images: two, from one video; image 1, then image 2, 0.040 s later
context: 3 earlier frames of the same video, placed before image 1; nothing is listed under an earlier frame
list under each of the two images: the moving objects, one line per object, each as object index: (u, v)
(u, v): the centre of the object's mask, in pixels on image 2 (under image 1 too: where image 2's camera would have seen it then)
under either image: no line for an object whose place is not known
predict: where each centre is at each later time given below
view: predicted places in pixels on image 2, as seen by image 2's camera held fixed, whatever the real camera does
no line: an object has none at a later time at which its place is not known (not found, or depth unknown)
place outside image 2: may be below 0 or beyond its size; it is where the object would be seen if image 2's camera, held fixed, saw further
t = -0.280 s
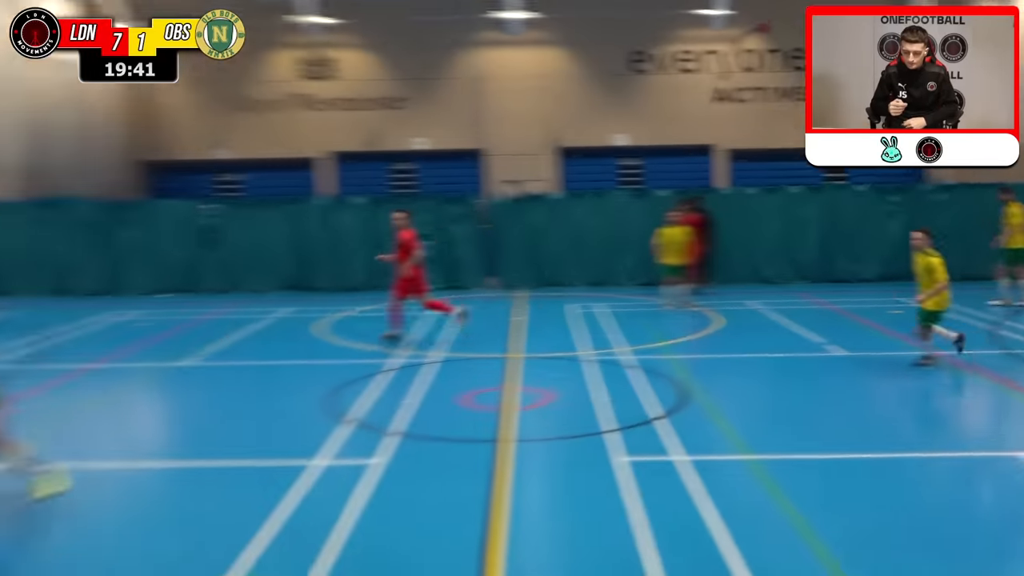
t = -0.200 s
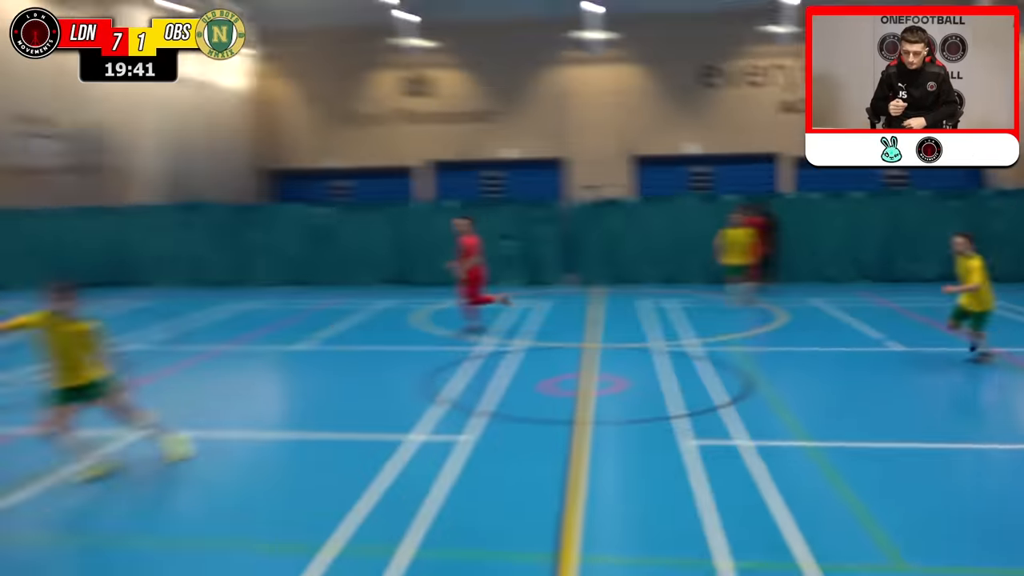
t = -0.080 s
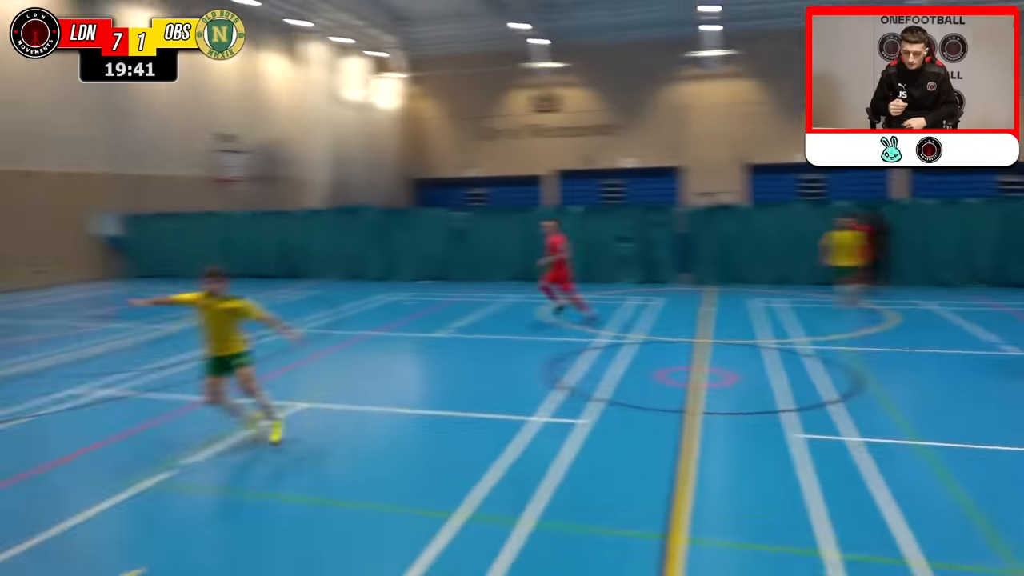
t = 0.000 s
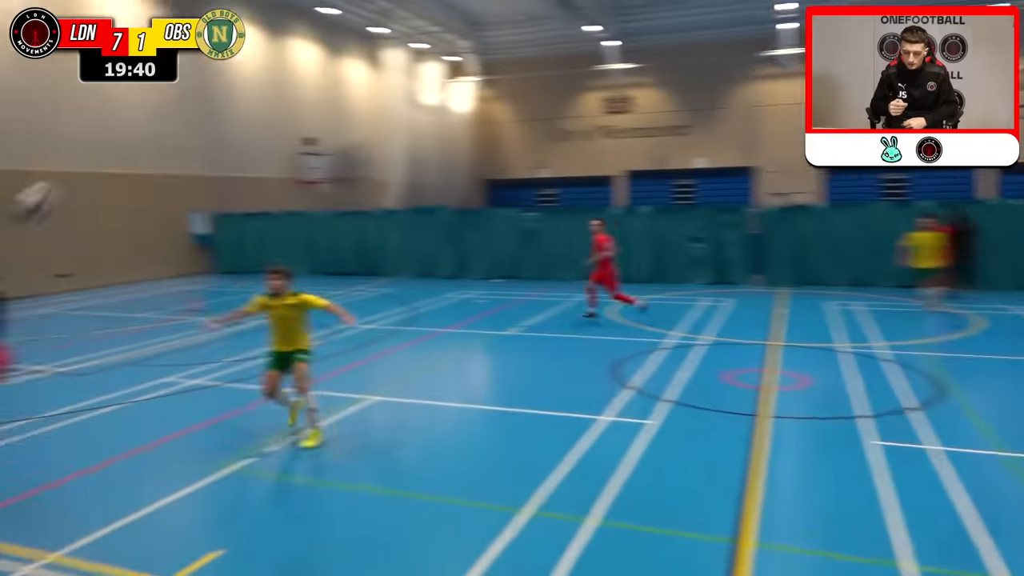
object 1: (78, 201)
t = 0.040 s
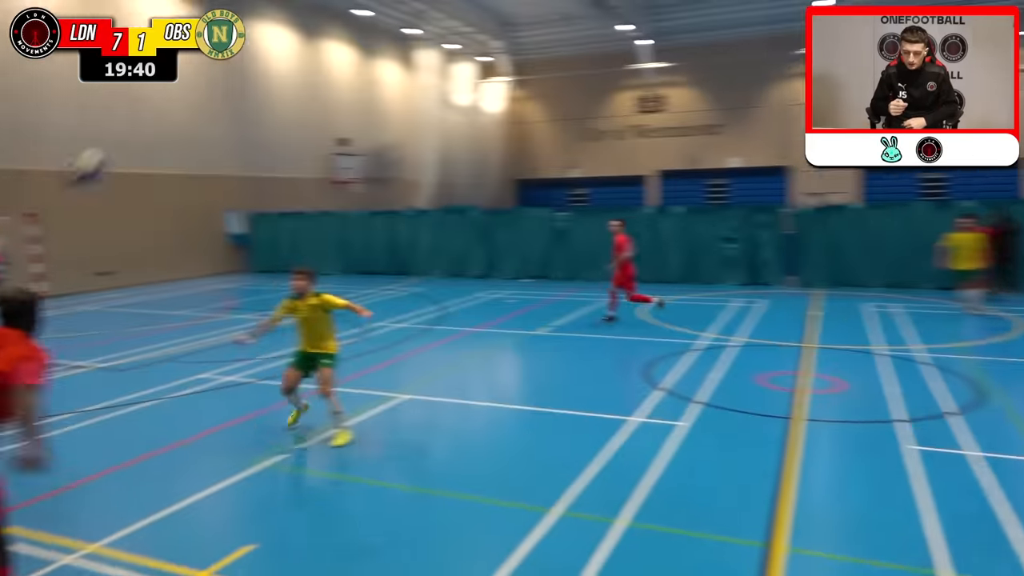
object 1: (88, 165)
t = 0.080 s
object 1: (93, 139)
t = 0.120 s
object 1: (101, 112)
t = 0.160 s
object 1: (105, 87)
